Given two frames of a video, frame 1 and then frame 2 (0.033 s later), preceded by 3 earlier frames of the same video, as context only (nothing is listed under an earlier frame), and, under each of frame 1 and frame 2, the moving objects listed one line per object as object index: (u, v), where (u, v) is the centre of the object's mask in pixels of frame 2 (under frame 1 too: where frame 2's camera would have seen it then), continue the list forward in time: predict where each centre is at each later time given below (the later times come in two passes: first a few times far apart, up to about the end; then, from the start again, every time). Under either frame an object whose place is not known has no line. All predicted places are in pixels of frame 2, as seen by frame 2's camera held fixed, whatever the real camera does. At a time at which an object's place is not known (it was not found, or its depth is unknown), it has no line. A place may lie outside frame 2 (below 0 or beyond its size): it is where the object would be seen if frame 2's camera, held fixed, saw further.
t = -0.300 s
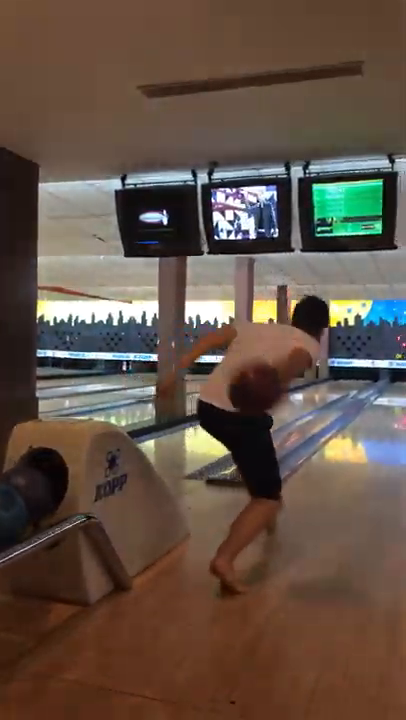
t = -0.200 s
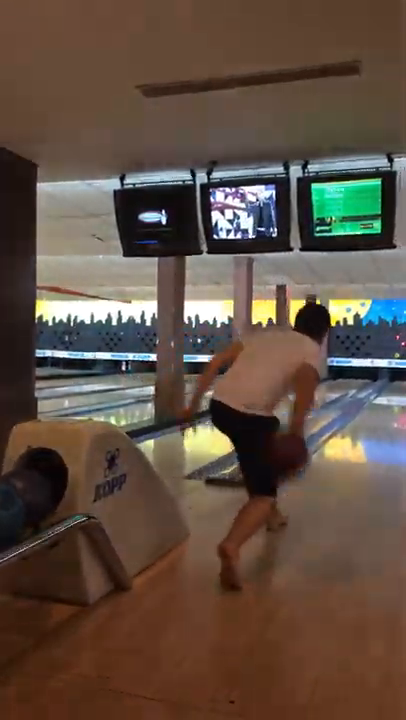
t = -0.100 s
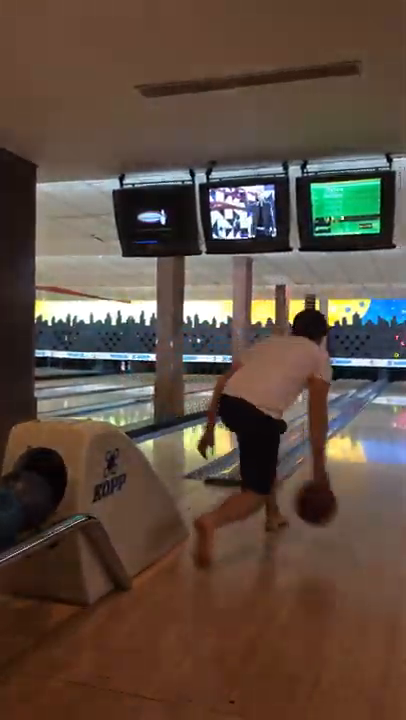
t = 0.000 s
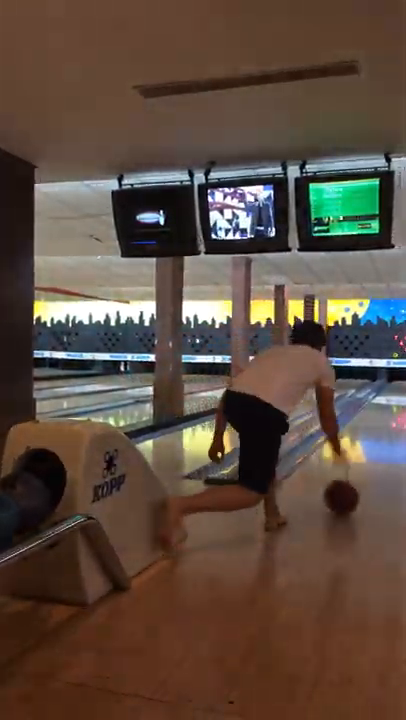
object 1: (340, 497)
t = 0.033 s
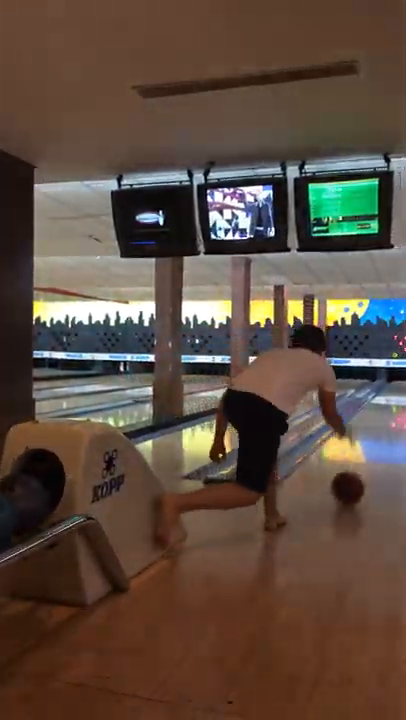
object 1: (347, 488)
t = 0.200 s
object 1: (372, 458)
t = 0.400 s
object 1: (389, 433)
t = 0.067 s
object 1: (353, 481)
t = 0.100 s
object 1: (359, 474)
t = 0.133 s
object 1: (363, 468)
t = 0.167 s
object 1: (367, 463)
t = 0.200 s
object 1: (372, 458)
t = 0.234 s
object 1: (375, 453)
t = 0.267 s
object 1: (378, 448)
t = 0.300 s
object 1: (381, 443)
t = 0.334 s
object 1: (383, 440)
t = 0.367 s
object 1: (386, 436)
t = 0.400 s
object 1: (389, 433)
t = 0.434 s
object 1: (391, 431)
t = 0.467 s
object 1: (393, 428)
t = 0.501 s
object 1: (395, 426)
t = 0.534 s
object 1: (397, 422)
